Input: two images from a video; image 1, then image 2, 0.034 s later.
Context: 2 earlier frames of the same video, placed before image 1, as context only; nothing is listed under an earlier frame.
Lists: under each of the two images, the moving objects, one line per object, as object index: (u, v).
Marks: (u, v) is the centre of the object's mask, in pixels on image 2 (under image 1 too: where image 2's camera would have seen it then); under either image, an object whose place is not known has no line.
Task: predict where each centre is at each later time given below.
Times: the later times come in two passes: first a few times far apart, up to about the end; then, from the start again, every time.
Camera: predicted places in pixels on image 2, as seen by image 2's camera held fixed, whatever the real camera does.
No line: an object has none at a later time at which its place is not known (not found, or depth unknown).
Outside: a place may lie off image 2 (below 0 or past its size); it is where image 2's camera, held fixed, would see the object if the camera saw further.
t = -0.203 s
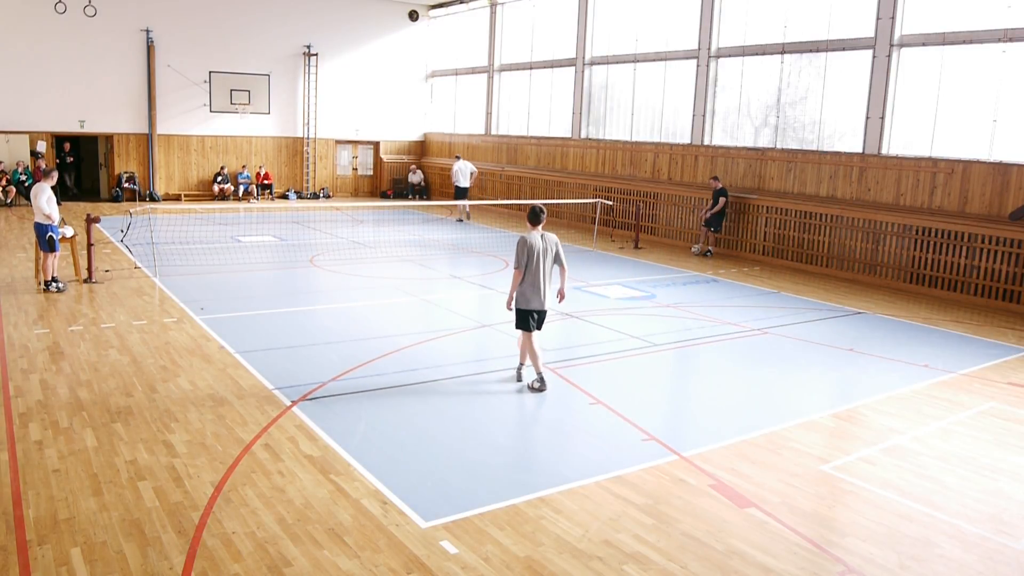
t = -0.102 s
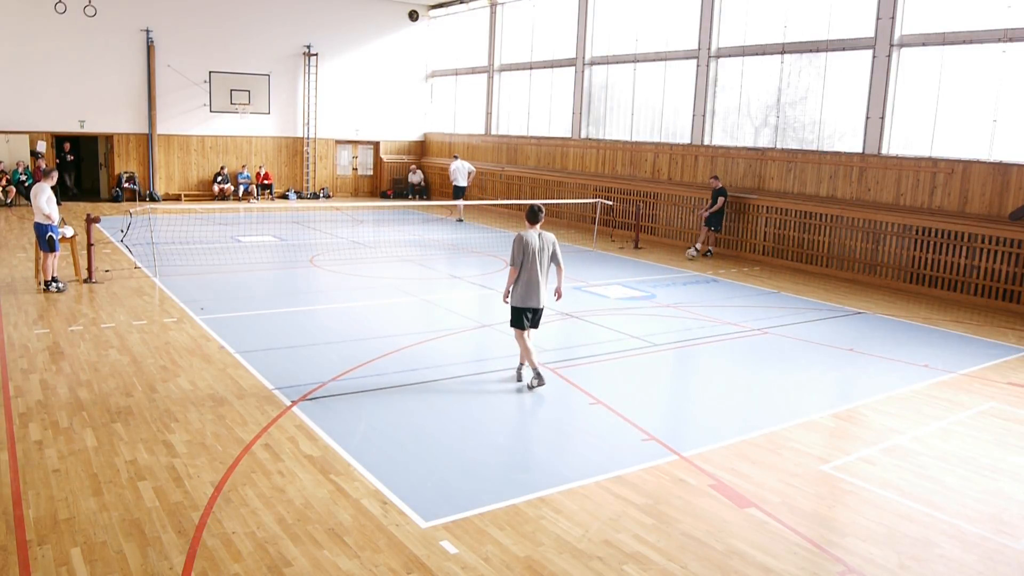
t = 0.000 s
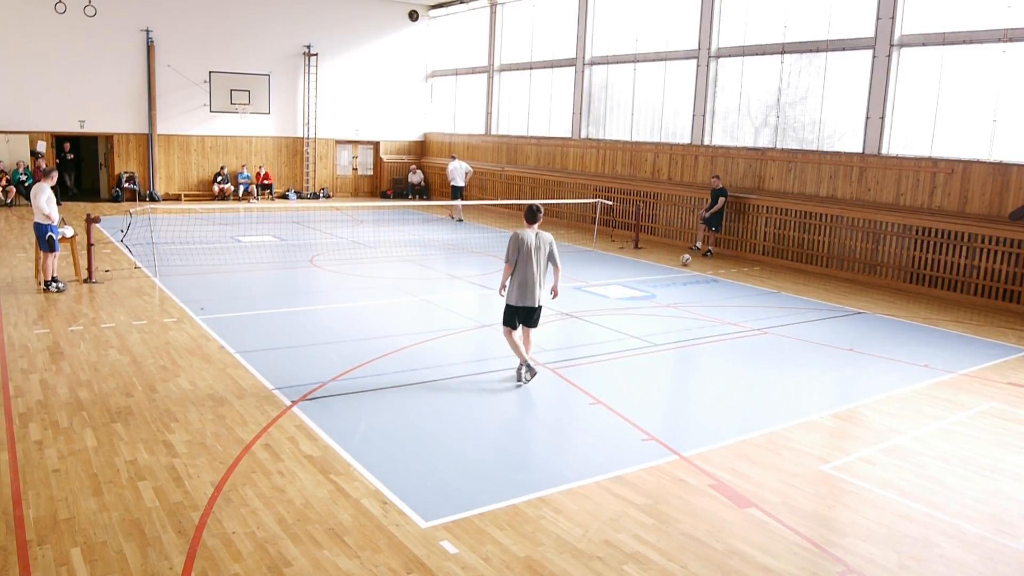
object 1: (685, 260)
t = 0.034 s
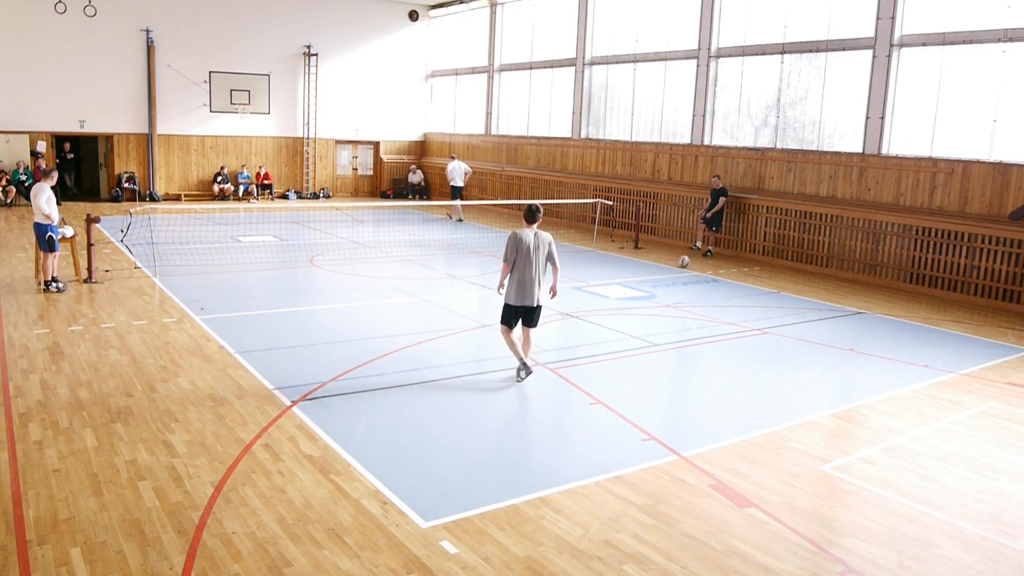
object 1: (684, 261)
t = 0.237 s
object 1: (673, 272)
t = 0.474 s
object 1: (662, 286)
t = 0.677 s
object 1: (652, 297)
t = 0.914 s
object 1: (639, 313)
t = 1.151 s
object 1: (623, 335)
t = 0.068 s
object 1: (682, 263)
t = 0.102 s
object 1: (680, 265)
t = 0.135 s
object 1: (678, 267)
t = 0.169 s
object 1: (677, 268)
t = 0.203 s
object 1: (675, 271)
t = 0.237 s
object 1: (673, 272)
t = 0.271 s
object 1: (672, 274)
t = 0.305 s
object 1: (670, 276)
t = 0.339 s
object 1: (668, 278)
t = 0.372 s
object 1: (667, 280)
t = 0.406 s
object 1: (666, 282)
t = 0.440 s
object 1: (664, 284)
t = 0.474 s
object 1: (662, 286)
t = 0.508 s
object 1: (661, 288)
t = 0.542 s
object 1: (659, 289)
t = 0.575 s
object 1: (658, 291)
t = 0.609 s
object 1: (656, 294)
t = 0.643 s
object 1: (654, 296)
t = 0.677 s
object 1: (652, 297)
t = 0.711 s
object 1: (651, 300)
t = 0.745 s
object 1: (649, 302)
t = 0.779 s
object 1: (648, 304)
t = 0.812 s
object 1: (645, 307)
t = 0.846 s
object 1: (643, 309)
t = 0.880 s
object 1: (641, 311)
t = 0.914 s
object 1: (639, 313)
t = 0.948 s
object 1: (637, 316)
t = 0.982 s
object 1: (635, 320)
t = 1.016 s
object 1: (633, 322)
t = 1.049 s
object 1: (630, 325)
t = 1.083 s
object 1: (628, 329)
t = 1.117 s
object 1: (626, 332)
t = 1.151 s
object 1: (623, 335)
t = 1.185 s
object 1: (621, 338)
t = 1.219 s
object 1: (619, 341)
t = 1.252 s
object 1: (616, 345)
